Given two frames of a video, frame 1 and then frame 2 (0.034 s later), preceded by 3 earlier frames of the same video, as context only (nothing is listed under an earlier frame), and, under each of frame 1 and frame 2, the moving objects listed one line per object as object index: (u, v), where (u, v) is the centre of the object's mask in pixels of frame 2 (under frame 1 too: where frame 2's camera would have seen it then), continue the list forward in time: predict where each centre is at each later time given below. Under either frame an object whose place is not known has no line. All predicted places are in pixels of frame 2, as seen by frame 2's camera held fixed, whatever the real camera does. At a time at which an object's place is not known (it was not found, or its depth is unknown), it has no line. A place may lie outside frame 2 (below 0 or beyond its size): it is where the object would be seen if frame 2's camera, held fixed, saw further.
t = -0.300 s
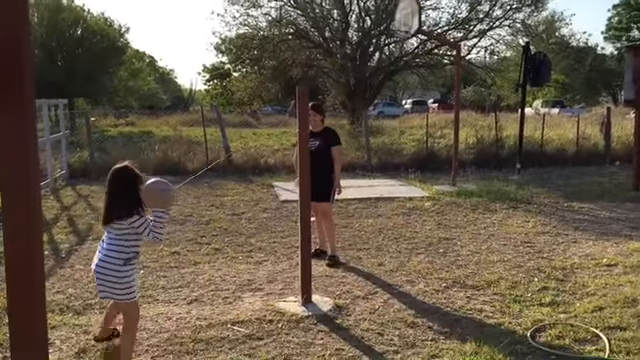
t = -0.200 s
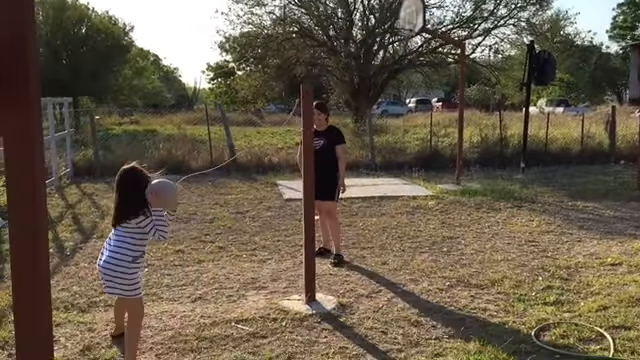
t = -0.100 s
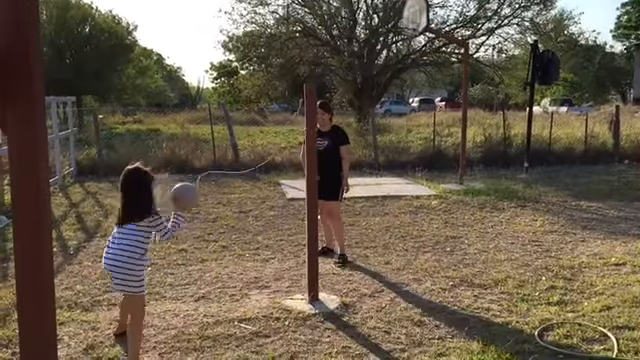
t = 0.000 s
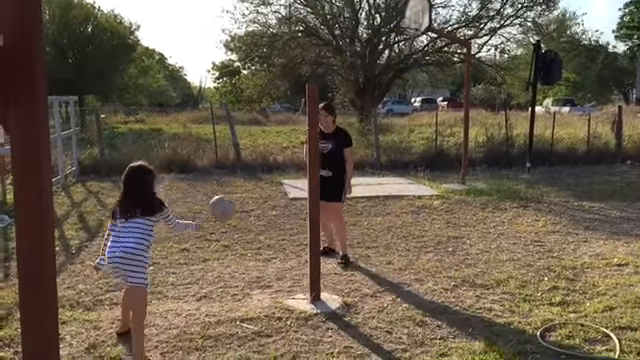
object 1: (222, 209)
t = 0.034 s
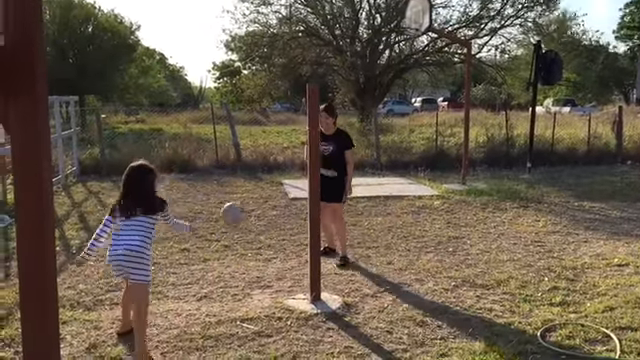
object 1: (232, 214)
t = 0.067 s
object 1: (243, 221)
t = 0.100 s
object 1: (252, 229)
